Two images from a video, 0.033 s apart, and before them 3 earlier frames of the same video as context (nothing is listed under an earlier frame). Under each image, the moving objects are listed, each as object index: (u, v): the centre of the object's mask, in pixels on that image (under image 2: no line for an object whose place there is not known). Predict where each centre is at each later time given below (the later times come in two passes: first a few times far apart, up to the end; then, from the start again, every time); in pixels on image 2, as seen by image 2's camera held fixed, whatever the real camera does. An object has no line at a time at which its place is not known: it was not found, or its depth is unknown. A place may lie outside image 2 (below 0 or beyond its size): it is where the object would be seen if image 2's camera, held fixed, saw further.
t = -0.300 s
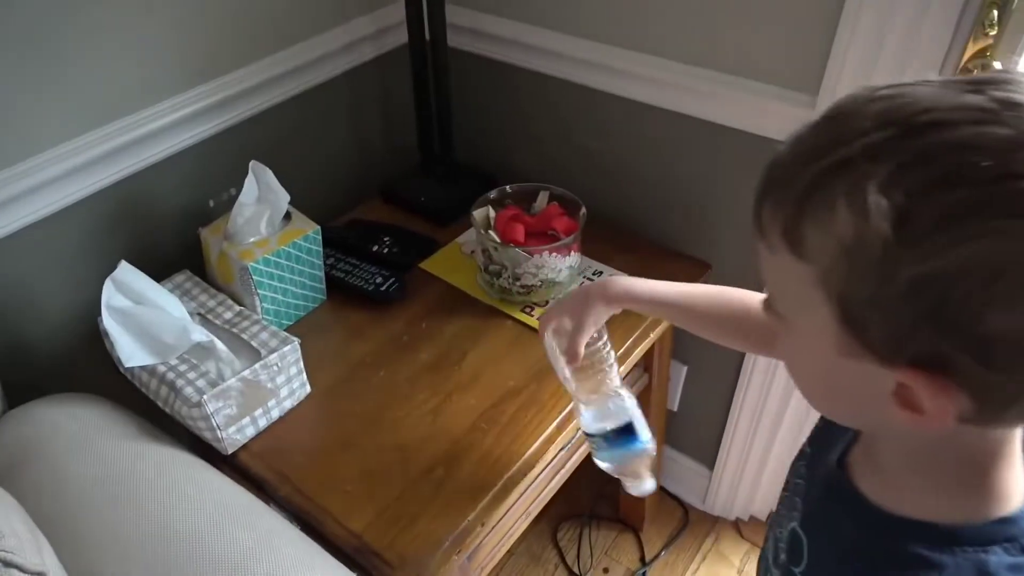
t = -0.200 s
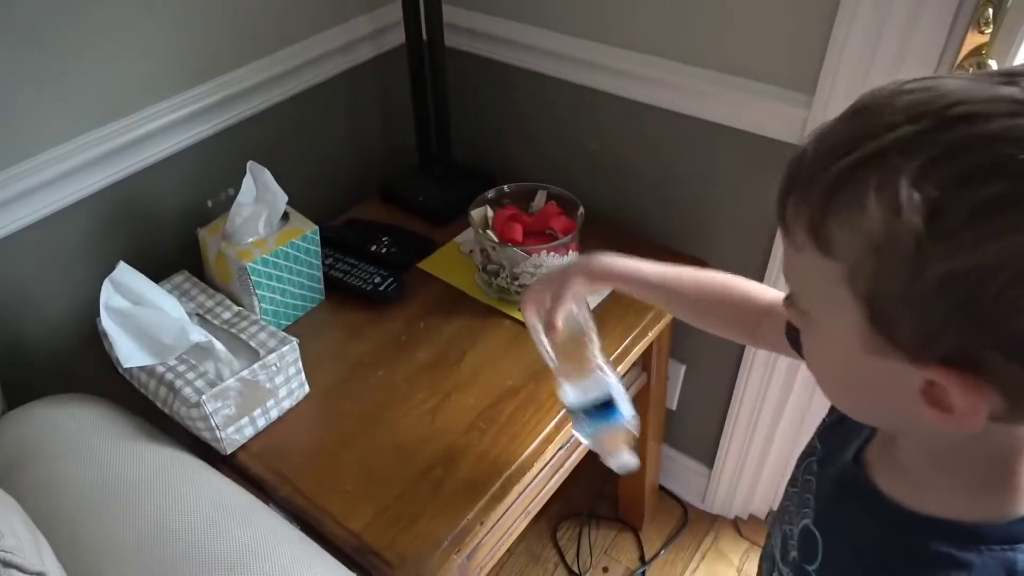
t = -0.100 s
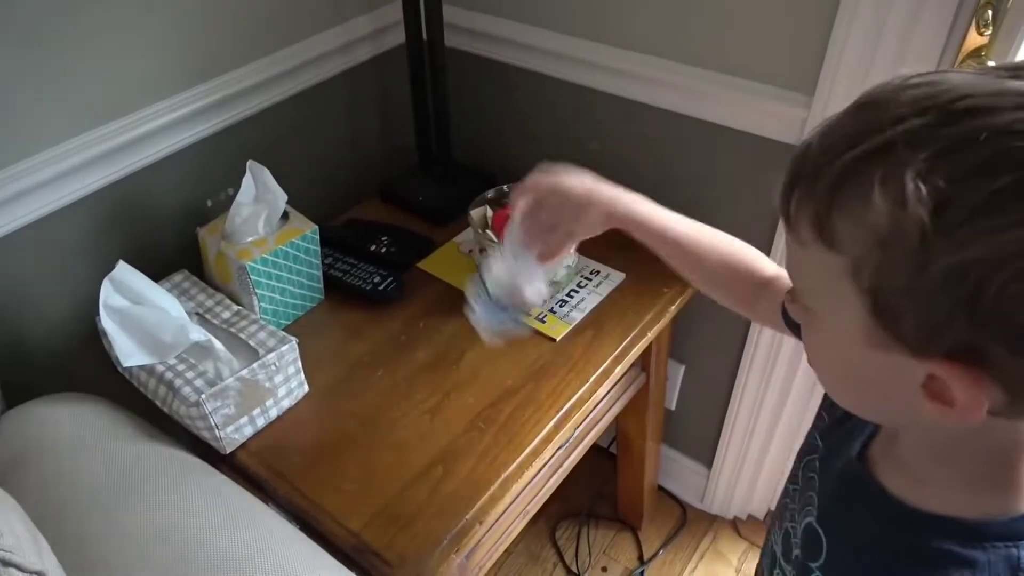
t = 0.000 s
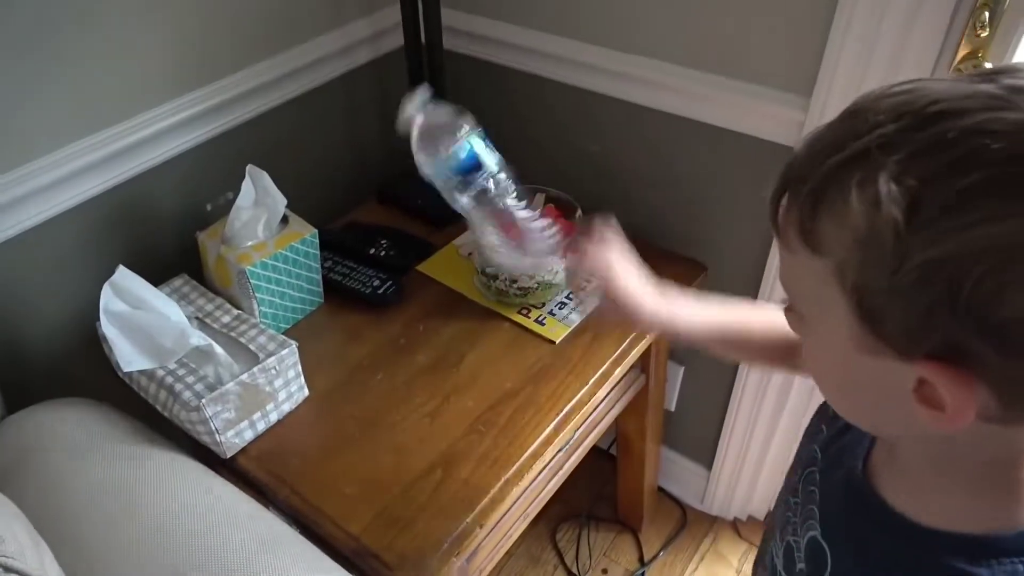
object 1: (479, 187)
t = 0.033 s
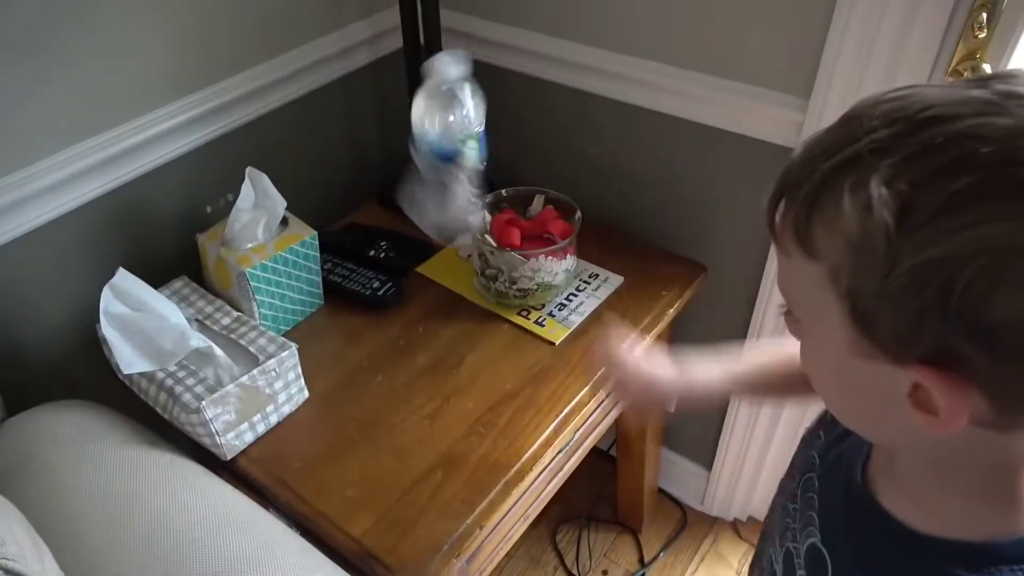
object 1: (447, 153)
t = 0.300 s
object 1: (453, 213)
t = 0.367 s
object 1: (471, 304)
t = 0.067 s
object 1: (431, 114)
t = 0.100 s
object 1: (430, 89)
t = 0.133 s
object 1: (430, 78)
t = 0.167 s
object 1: (435, 83)
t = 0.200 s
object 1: (438, 102)
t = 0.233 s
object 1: (442, 132)
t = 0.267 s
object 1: (447, 169)
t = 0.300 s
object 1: (453, 213)
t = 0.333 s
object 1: (461, 261)
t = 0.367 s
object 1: (471, 304)
